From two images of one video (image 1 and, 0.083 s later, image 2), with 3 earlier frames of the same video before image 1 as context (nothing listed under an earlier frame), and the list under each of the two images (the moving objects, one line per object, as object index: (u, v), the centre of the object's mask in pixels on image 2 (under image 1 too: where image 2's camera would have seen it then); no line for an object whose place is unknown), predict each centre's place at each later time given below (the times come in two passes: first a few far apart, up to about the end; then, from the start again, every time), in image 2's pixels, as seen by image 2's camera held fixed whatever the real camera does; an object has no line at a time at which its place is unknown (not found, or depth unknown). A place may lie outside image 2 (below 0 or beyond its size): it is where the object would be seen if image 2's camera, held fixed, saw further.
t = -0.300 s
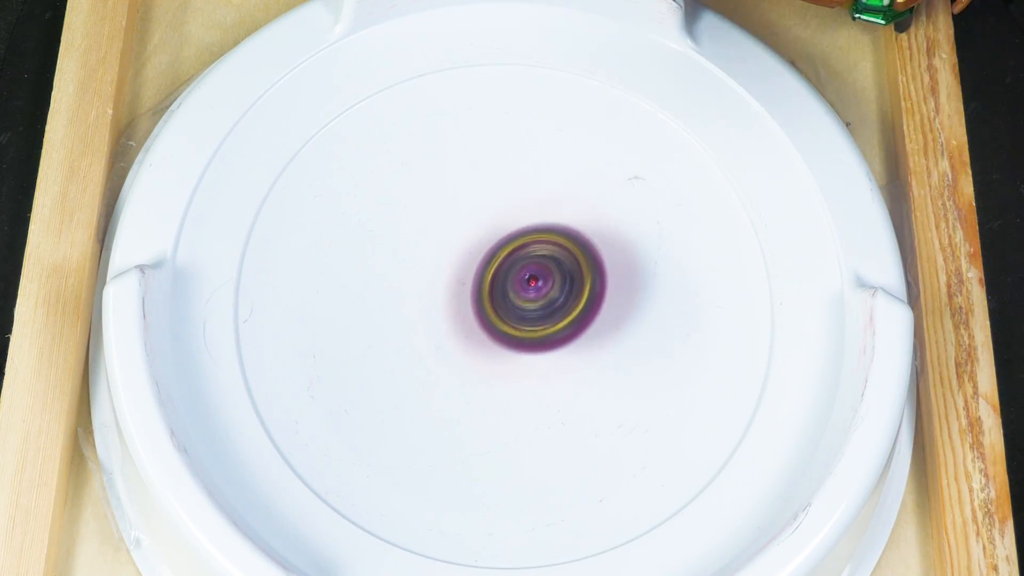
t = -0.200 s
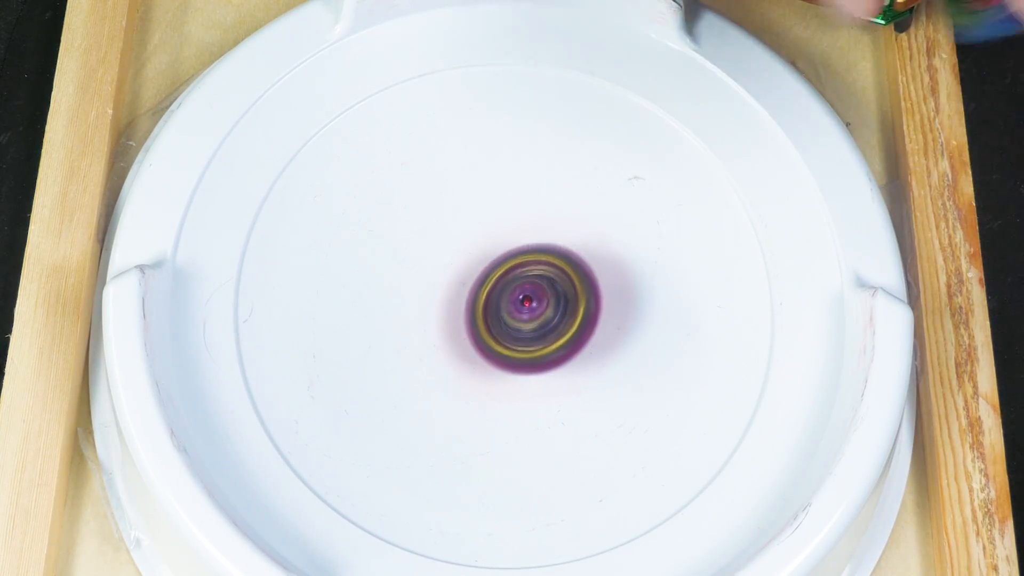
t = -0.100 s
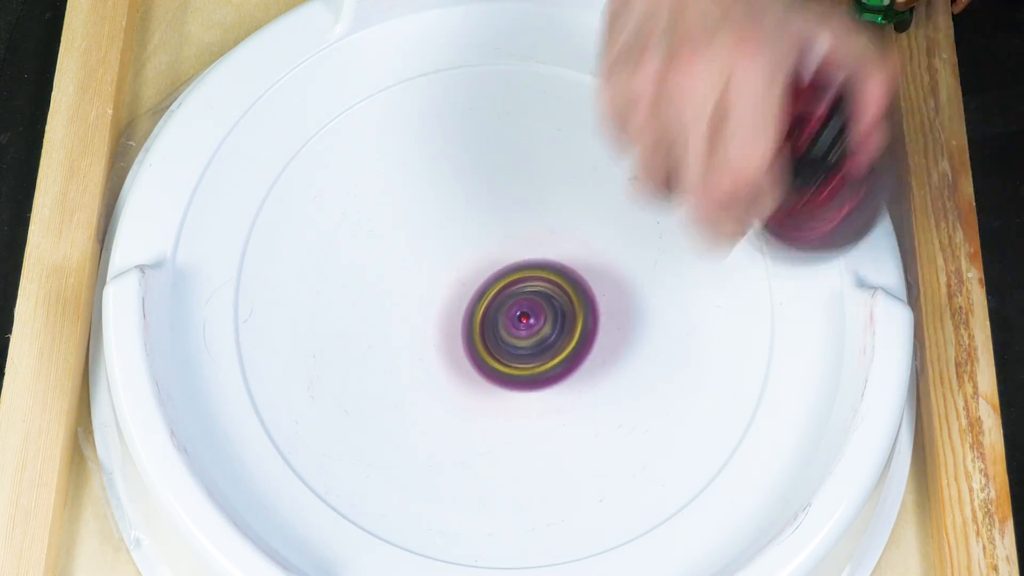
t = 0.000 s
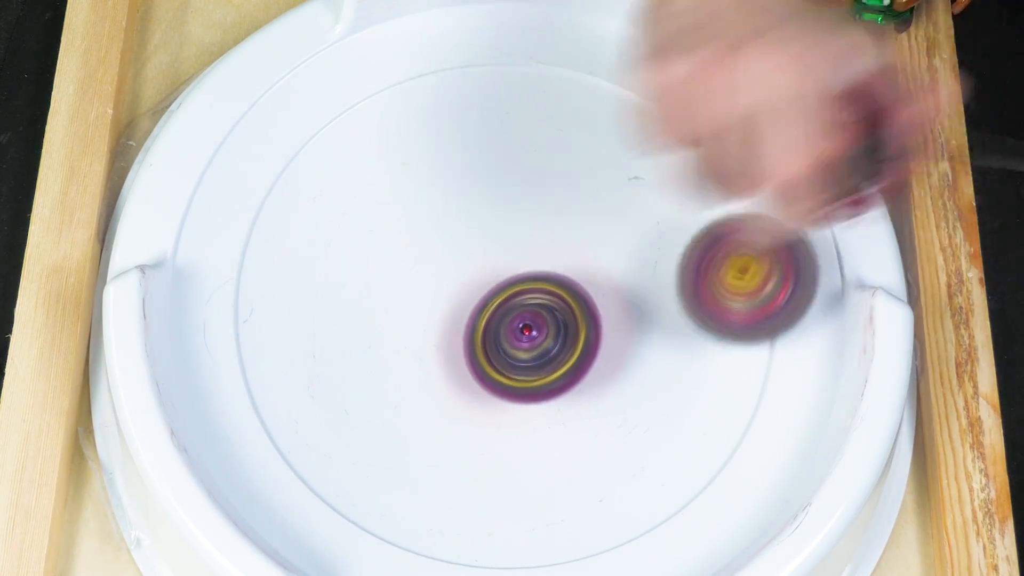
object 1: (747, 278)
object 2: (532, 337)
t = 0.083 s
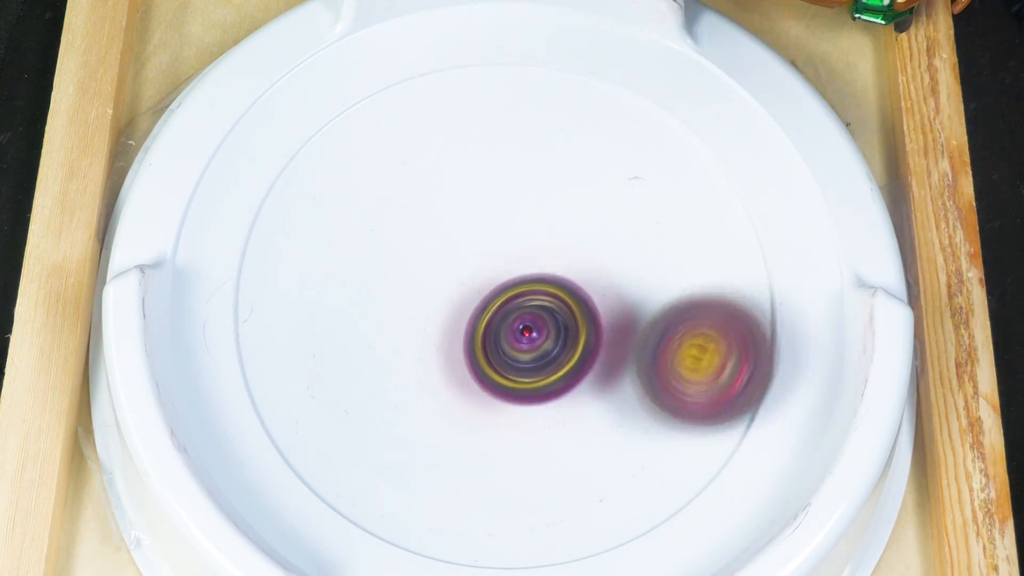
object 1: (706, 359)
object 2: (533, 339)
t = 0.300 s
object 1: (610, 512)
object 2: (522, 312)
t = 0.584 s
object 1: (507, 431)
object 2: (541, 271)
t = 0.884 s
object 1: (671, 482)
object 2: (533, 271)
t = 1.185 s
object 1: (587, 241)
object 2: (456, 285)
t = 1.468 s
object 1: (405, 452)
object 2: (337, 259)
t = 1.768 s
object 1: (621, 546)
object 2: (464, 287)
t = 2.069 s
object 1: (609, 366)
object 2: (495, 279)
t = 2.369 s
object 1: (397, 356)
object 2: (438, 168)
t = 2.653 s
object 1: (459, 521)
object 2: (489, 226)
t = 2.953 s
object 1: (669, 223)
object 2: (471, 231)
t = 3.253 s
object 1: (313, 114)
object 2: (381, 260)
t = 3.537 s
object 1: (593, 530)
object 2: (601, 394)
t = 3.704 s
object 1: (747, 375)
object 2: (685, 220)
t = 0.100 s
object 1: (696, 379)
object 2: (533, 338)
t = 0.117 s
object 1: (689, 393)
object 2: (532, 337)
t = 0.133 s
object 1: (682, 408)
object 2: (530, 335)
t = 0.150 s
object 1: (673, 425)
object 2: (529, 333)
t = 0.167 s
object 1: (665, 442)
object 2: (528, 331)
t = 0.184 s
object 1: (660, 456)
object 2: (527, 329)
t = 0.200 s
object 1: (655, 470)
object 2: (526, 326)
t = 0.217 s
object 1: (648, 485)
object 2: (525, 324)
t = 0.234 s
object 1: (643, 497)
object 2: (524, 321)
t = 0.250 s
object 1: (636, 504)
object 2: (523, 319)
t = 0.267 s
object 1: (628, 508)
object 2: (523, 316)
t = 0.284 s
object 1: (620, 511)
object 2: (522, 315)
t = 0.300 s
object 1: (610, 512)
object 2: (522, 312)
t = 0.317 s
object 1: (600, 512)
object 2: (522, 311)
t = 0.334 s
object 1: (591, 510)
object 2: (521, 309)
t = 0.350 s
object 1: (581, 508)
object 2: (520, 307)
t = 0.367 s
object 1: (573, 505)
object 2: (520, 305)
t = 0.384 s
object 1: (564, 500)
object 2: (519, 304)
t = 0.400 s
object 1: (556, 492)
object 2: (518, 303)
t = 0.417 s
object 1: (550, 484)
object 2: (518, 302)
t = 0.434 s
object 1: (544, 476)
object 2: (517, 302)
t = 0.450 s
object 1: (538, 467)
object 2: (516, 301)
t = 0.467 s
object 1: (534, 457)
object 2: (515, 301)
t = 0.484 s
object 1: (531, 449)
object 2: (514, 300)
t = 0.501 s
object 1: (528, 442)
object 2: (515, 297)
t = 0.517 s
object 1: (524, 438)
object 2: (518, 293)
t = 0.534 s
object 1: (518, 435)
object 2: (523, 287)
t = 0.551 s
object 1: (513, 433)
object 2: (530, 281)
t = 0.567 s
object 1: (510, 432)
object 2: (536, 276)
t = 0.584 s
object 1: (507, 431)
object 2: (541, 271)
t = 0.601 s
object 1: (506, 432)
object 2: (546, 266)
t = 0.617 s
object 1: (506, 432)
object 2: (549, 262)
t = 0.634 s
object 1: (508, 434)
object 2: (552, 259)
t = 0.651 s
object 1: (511, 436)
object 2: (553, 257)
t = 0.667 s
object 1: (515, 439)
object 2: (554, 257)
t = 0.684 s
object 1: (521, 443)
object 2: (554, 256)
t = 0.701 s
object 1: (527, 447)
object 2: (555, 257)
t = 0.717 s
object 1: (536, 451)
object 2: (554, 258)
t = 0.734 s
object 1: (545, 456)
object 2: (553, 259)
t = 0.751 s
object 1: (555, 461)
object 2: (552, 260)
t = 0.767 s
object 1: (567, 465)
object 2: (550, 261)
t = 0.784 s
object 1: (580, 470)
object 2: (548, 262)
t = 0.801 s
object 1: (594, 475)
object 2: (546, 264)
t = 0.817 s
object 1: (609, 478)
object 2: (544, 265)
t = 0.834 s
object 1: (625, 483)
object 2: (542, 267)
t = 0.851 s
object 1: (640, 487)
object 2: (540, 268)
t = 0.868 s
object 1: (657, 488)
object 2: (536, 269)
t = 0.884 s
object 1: (671, 482)
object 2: (533, 271)
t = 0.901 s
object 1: (683, 476)
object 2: (529, 272)
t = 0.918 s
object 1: (694, 467)
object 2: (524, 274)
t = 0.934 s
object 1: (702, 455)
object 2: (519, 275)
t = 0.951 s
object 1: (707, 440)
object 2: (514, 276)
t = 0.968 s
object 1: (712, 425)
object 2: (509, 276)
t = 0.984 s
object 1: (717, 409)
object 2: (504, 277)
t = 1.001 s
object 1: (722, 391)
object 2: (500, 277)
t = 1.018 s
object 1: (724, 376)
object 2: (496, 278)
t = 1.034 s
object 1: (723, 358)
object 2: (492, 279)
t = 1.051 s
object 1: (718, 343)
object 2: (488, 279)
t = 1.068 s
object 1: (711, 327)
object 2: (485, 280)
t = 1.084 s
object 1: (700, 311)
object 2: (482, 280)
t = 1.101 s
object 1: (685, 296)
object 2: (478, 281)
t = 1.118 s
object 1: (669, 280)
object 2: (475, 282)
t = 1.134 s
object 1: (648, 266)
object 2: (473, 284)
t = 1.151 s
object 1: (629, 255)
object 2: (471, 286)
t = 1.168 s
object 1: (604, 246)
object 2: (466, 286)
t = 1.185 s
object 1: (587, 241)
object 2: (456, 285)
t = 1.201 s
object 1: (576, 239)
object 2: (441, 281)
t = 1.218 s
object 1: (568, 239)
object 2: (425, 276)
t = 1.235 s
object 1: (559, 241)
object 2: (405, 271)
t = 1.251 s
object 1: (551, 244)
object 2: (388, 266)
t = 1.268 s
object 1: (540, 248)
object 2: (375, 262)
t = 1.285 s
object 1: (527, 256)
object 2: (362, 258)
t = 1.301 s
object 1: (512, 264)
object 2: (351, 256)
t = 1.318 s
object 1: (497, 276)
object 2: (342, 254)
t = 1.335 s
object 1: (480, 288)
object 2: (335, 253)
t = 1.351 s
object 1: (463, 303)
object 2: (329, 253)
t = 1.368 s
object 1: (449, 320)
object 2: (326, 253)
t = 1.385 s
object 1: (437, 338)
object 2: (324, 254)
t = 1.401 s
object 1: (426, 359)
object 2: (324, 255)
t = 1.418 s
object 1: (417, 382)
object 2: (326, 256)
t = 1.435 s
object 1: (410, 404)
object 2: (328, 256)
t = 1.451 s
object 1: (407, 428)
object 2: (332, 258)
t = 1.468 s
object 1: (405, 452)
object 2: (337, 259)
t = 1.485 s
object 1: (408, 475)
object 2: (341, 260)
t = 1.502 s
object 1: (414, 501)
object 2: (346, 262)
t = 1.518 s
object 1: (424, 518)
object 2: (352, 264)
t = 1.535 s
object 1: (438, 523)
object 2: (358, 266)
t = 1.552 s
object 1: (456, 529)
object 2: (365, 267)
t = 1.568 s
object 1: (471, 534)
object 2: (372, 270)
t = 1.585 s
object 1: (492, 540)
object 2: (379, 271)
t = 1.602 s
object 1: (511, 544)
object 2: (386, 274)
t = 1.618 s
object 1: (534, 550)
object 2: (395, 275)
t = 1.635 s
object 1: (554, 553)
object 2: (401, 277)
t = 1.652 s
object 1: (579, 556)
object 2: (410, 280)
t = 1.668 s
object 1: (602, 556)
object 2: (419, 281)
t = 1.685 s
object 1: (631, 555)
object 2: (426, 282)
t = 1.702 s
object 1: (640, 554)
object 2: (435, 284)
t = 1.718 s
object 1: (636, 551)
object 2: (442, 284)
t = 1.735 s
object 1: (632, 549)
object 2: (450, 285)
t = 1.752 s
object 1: (627, 547)
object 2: (457, 287)
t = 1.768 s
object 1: (621, 546)
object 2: (464, 287)
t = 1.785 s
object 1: (618, 543)
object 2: (470, 287)
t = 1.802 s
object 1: (618, 538)
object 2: (477, 288)
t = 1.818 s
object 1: (619, 534)
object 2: (482, 287)
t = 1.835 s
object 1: (618, 529)
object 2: (487, 288)
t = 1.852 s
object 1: (618, 525)
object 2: (491, 288)
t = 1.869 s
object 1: (619, 520)
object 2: (494, 288)
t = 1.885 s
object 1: (620, 514)
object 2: (496, 288)
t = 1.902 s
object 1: (620, 508)
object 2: (498, 288)
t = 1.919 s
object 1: (620, 500)
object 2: (498, 287)
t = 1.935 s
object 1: (624, 485)
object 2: (499, 288)
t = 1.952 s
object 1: (629, 472)
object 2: (499, 287)
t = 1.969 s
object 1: (632, 459)
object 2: (499, 287)
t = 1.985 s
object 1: (632, 443)
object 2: (500, 287)
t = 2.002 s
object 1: (630, 427)
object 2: (499, 286)
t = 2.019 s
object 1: (627, 410)
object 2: (499, 286)
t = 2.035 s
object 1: (621, 392)
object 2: (499, 285)
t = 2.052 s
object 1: (610, 373)
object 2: (499, 285)
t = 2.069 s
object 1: (609, 366)
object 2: (495, 279)
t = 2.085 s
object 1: (612, 366)
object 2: (484, 261)
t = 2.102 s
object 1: (612, 363)
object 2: (475, 244)
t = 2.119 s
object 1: (611, 361)
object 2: (465, 229)
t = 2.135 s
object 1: (605, 357)
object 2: (458, 216)
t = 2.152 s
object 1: (597, 352)
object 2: (452, 204)
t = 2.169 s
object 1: (587, 348)
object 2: (446, 193)
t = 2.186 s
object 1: (575, 343)
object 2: (443, 184)
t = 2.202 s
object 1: (561, 338)
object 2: (440, 175)
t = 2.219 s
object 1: (545, 334)
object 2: (438, 170)
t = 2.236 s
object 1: (529, 332)
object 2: (436, 166)
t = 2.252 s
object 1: (512, 330)
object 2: (435, 163)
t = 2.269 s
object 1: (494, 330)
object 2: (435, 162)
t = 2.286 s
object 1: (477, 331)
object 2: (433, 162)
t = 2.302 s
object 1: (460, 333)
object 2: (433, 162)
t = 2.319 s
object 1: (443, 337)
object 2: (433, 163)
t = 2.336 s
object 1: (428, 341)
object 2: (435, 165)
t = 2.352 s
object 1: (411, 347)
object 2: (436, 166)
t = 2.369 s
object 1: (397, 356)
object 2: (438, 168)
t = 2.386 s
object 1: (384, 364)
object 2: (440, 170)
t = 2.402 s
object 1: (371, 375)
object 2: (442, 173)
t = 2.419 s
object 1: (362, 387)
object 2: (445, 176)
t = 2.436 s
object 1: (352, 400)
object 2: (448, 178)
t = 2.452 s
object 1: (344, 415)
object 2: (451, 182)
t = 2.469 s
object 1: (340, 428)
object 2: (453, 184)
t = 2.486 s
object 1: (336, 445)
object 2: (456, 188)
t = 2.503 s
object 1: (333, 463)
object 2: (459, 192)
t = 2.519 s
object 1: (338, 477)
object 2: (462, 196)
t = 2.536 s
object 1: (349, 484)
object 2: (466, 199)
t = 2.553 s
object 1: (360, 494)
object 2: (468, 203)
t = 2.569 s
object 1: (374, 503)
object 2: (473, 208)
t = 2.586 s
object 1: (389, 509)
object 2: (475, 211)
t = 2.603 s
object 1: (402, 512)
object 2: (479, 215)
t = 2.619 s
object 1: (422, 517)
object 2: (482, 218)
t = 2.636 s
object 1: (440, 520)
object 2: (485, 223)
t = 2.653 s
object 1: (459, 521)
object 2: (489, 226)
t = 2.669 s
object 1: (484, 522)
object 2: (492, 229)
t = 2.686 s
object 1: (508, 522)
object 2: (495, 233)
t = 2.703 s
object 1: (530, 520)
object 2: (498, 236)
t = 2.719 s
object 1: (555, 515)
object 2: (501, 239)
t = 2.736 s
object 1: (580, 504)
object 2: (503, 241)
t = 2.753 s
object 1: (599, 490)
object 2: (506, 244)
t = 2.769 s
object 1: (617, 475)
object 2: (508, 246)
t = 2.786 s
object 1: (634, 454)
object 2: (509, 247)
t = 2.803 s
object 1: (646, 433)
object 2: (512, 249)
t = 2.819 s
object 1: (655, 409)
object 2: (513, 250)
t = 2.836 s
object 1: (662, 384)
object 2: (514, 251)
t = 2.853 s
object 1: (665, 357)
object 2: (515, 252)
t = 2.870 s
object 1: (665, 331)
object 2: (517, 253)
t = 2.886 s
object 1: (658, 302)
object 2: (517, 253)
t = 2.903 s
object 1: (655, 278)
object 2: (517, 252)
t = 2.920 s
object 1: (663, 260)
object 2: (503, 245)
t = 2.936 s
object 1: (667, 240)
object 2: (486, 237)
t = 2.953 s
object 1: (669, 223)
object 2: (471, 231)
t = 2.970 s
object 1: (665, 204)
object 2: (457, 226)
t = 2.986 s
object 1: (659, 184)
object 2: (443, 221)
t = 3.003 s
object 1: (650, 167)
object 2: (430, 215)
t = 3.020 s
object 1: (638, 151)
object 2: (420, 211)
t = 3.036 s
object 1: (622, 134)
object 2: (409, 207)
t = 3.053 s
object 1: (604, 118)
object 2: (403, 204)
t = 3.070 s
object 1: (581, 106)
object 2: (397, 201)
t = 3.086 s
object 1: (555, 94)
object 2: (393, 199)
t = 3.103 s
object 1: (530, 87)
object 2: (391, 197)
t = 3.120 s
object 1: (498, 82)
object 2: (391, 196)
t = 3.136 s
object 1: (469, 79)
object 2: (391, 195)
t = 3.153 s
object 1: (437, 77)
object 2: (389, 198)
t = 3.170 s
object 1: (411, 73)
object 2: (384, 205)
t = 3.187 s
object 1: (390, 75)
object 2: (380, 214)
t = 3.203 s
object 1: (372, 81)
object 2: (378, 224)
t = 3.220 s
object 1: (350, 89)
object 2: (377, 236)
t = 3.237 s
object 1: (331, 99)
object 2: (377, 248)
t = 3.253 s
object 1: (313, 114)
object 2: (381, 260)
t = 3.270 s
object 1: (295, 134)
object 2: (385, 272)
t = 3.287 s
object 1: (279, 154)
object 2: (393, 284)
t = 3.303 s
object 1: (265, 176)
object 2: (401, 296)
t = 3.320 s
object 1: (253, 203)
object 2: (411, 307)
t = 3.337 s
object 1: (241, 235)
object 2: (422, 320)
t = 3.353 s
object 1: (233, 270)
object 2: (434, 330)
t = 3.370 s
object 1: (231, 306)
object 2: (447, 341)
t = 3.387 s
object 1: (234, 343)
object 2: (461, 351)
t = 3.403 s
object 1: (247, 383)
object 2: (476, 360)
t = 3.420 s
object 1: (275, 432)
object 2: (491, 368)
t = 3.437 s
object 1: (305, 468)
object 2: (508, 376)
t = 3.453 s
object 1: (346, 499)
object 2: (524, 382)
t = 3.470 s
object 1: (392, 518)
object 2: (540, 386)
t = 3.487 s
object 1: (439, 525)
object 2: (556, 390)
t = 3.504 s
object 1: (487, 529)
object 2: (572, 391)
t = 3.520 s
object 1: (547, 531)
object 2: (587, 394)
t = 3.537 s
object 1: (593, 530)
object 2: (601, 394)
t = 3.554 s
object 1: (633, 526)
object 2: (616, 392)
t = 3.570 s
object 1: (665, 513)
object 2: (627, 390)
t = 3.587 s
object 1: (698, 494)
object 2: (638, 382)
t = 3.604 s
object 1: (721, 482)
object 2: (649, 368)
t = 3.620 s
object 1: (736, 457)
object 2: (659, 349)
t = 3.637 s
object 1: (738, 434)
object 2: (667, 329)
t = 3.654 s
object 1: (743, 416)
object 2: (673, 304)
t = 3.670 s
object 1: (748, 404)
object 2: (679, 279)
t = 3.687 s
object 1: (747, 391)
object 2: (682, 248)
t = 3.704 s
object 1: (747, 375)
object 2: (685, 220)
